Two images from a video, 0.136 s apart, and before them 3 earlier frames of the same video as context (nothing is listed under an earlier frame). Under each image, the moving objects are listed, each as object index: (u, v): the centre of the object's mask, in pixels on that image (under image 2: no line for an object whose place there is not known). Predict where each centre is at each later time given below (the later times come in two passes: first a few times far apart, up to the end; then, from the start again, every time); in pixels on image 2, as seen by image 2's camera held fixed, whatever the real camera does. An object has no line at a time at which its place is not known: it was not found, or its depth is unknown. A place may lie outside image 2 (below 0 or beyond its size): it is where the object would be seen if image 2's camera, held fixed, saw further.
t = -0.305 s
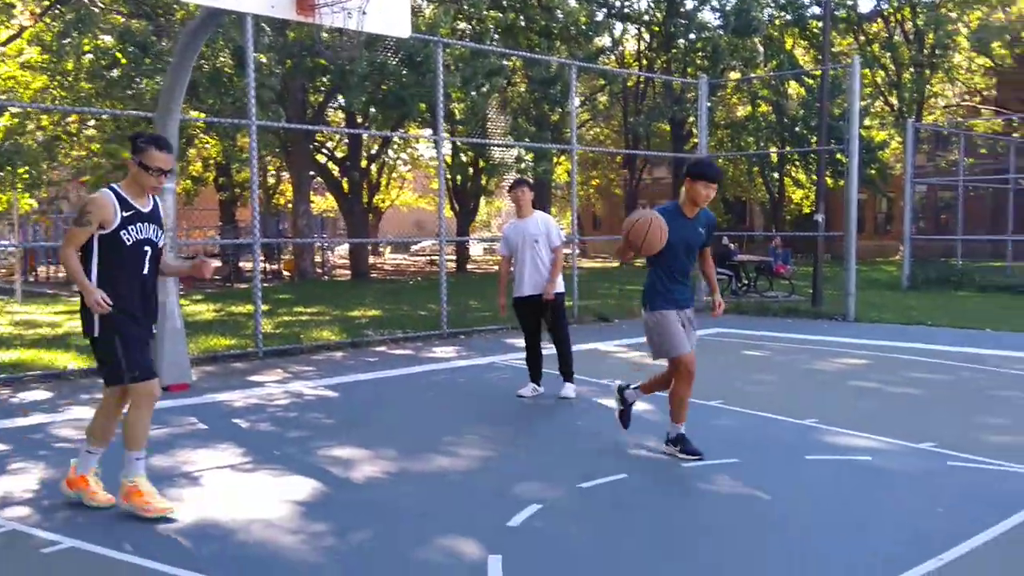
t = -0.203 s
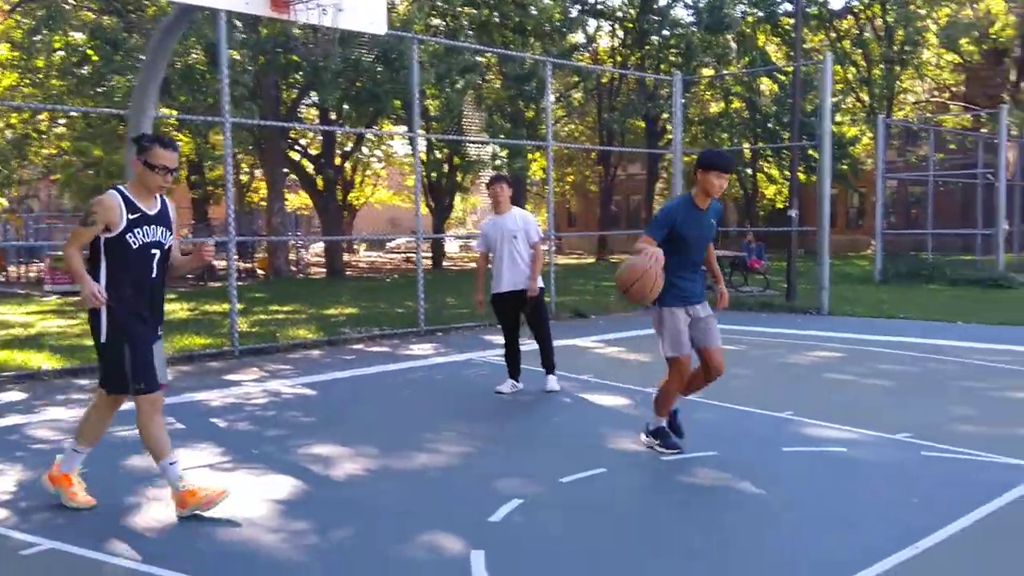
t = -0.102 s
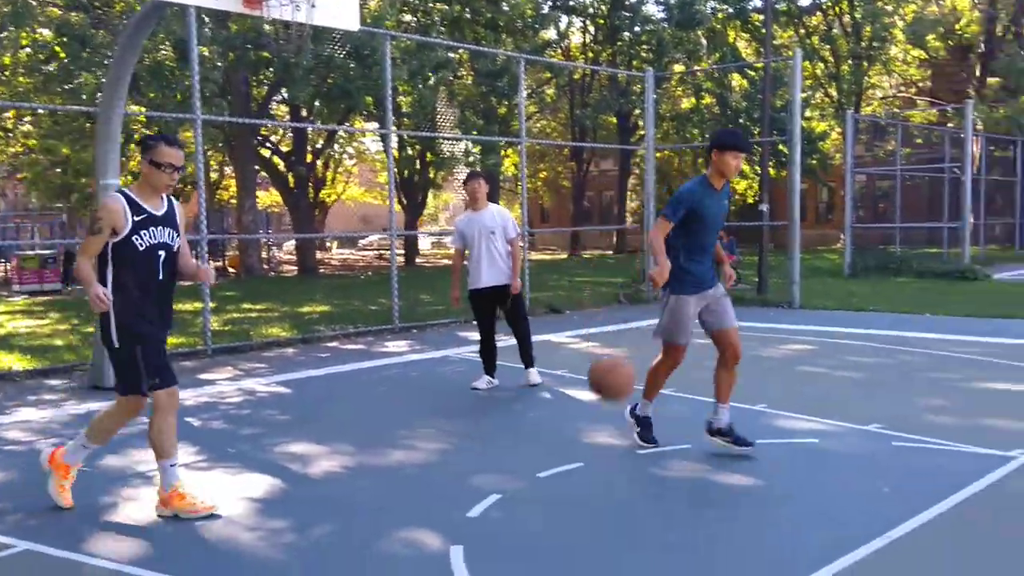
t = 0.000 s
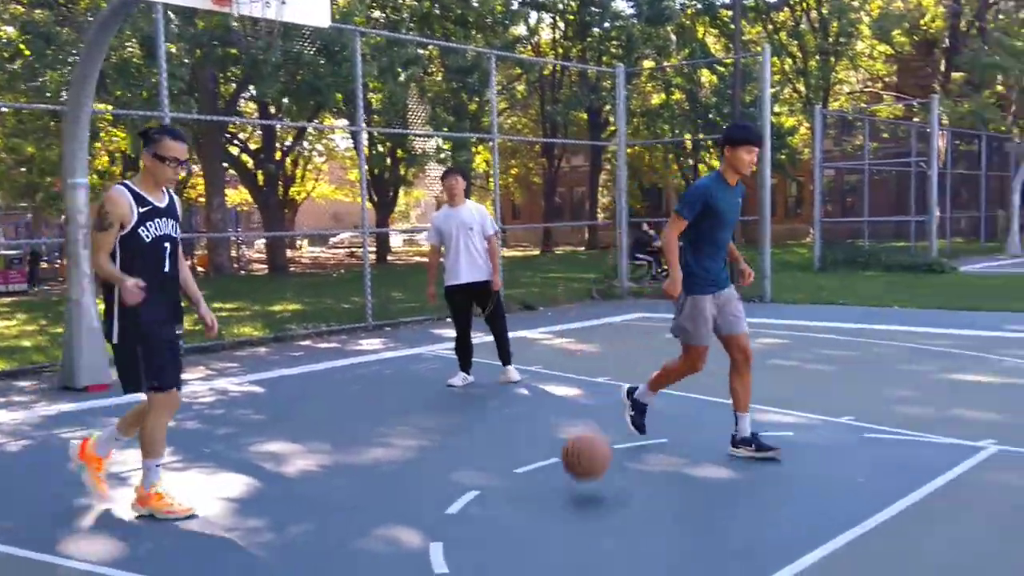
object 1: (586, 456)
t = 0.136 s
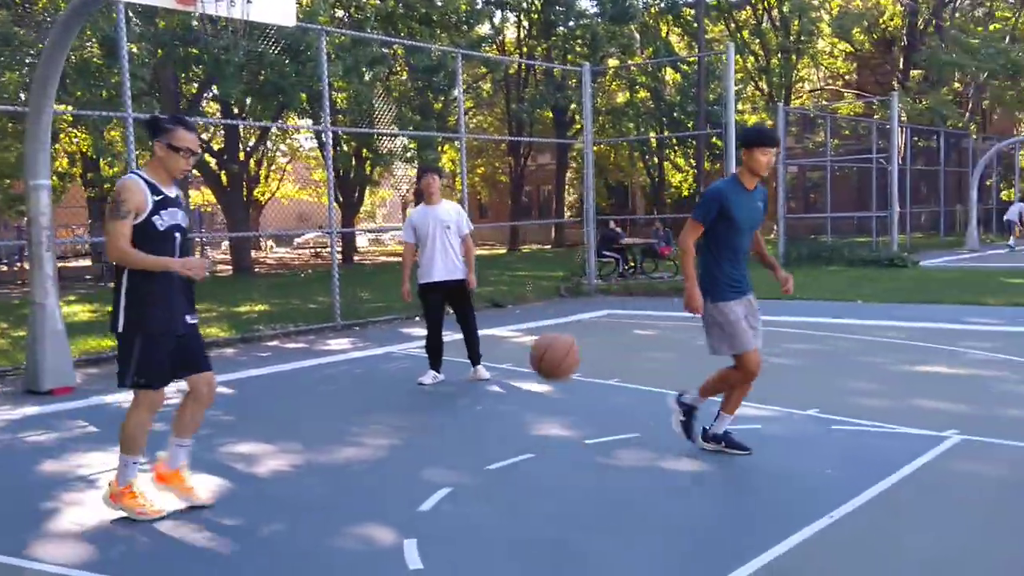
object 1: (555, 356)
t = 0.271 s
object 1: (553, 291)
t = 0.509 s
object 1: (553, 266)
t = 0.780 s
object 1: (548, 405)
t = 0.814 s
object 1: (547, 434)
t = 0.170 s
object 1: (554, 336)
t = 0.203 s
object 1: (554, 319)
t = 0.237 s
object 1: (553, 304)
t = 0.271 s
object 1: (553, 291)
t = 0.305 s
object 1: (555, 280)
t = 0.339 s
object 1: (555, 271)
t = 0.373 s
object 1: (555, 267)
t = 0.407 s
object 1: (554, 263)
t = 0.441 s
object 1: (554, 261)
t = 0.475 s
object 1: (554, 263)
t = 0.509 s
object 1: (553, 266)
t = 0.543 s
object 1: (553, 271)
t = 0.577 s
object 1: (552, 282)
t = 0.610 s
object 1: (551, 295)
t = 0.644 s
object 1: (551, 310)
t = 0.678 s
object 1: (550, 330)
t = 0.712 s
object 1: (550, 351)
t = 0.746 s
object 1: (548, 378)
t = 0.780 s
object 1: (548, 405)
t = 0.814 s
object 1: (547, 434)
